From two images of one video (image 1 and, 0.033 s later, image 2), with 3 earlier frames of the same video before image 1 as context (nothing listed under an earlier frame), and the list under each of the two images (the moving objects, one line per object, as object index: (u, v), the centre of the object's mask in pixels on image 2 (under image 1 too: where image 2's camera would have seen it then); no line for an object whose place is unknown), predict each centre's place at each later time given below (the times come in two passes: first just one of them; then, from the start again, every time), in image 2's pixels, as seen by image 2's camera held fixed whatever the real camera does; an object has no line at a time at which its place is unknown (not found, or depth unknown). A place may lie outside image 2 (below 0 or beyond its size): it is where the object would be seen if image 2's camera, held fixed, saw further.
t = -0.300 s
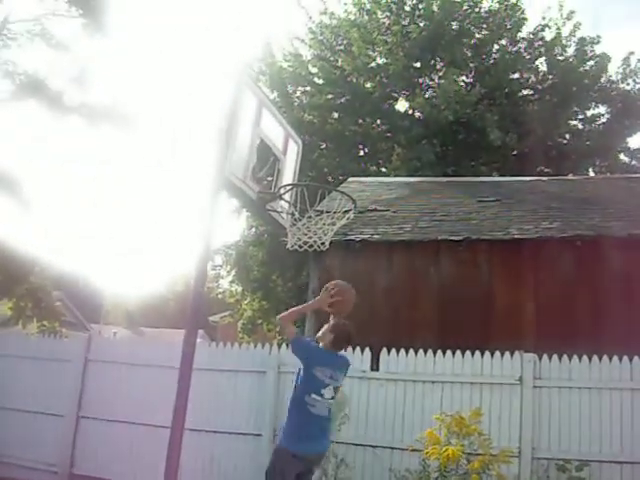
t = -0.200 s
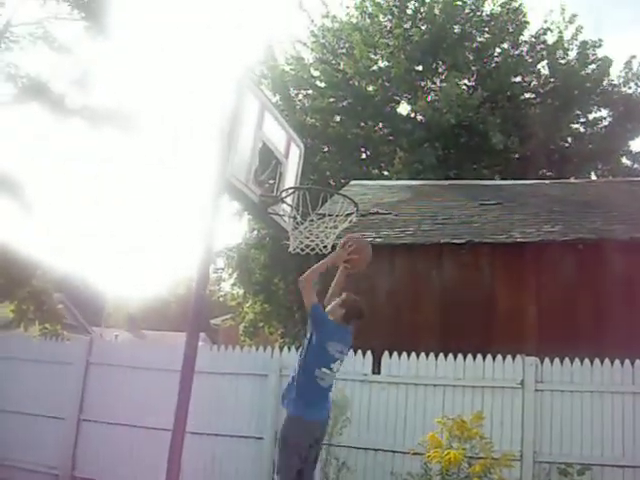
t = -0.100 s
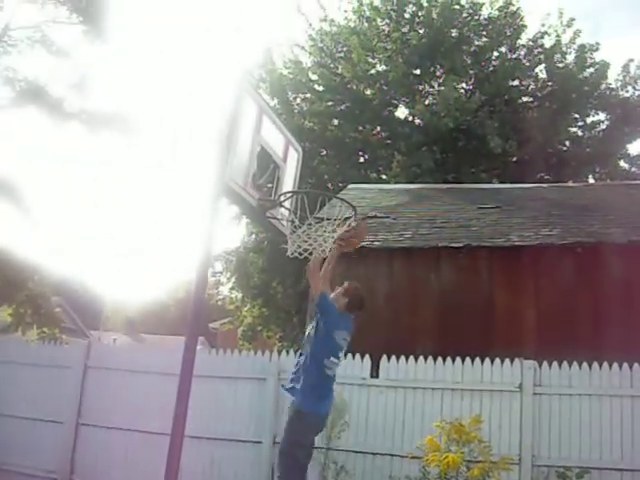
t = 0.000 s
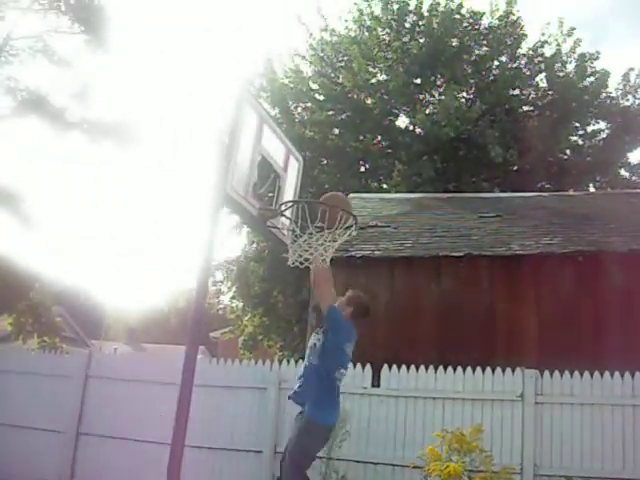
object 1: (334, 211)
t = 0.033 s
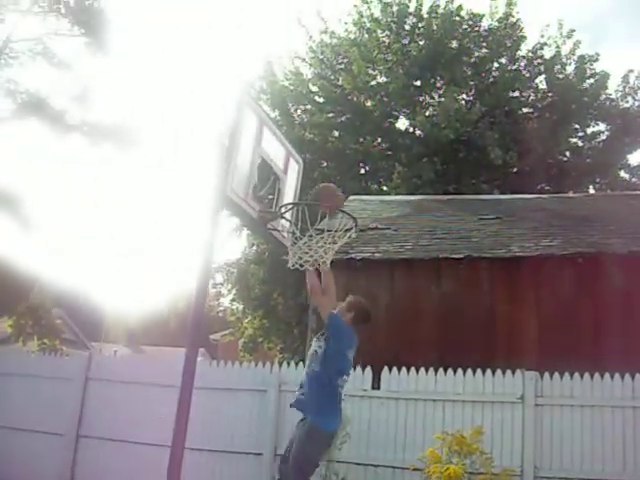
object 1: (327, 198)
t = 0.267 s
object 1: (309, 175)
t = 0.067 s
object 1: (320, 188)
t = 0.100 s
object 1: (310, 182)
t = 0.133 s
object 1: (301, 176)
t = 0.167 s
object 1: (302, 173)
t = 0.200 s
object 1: (306, 174)
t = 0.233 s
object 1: (308, 174)
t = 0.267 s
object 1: (309, 175)
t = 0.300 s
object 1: (311, 181)
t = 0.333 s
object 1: (314, 186)
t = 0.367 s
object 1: (317, 190)
